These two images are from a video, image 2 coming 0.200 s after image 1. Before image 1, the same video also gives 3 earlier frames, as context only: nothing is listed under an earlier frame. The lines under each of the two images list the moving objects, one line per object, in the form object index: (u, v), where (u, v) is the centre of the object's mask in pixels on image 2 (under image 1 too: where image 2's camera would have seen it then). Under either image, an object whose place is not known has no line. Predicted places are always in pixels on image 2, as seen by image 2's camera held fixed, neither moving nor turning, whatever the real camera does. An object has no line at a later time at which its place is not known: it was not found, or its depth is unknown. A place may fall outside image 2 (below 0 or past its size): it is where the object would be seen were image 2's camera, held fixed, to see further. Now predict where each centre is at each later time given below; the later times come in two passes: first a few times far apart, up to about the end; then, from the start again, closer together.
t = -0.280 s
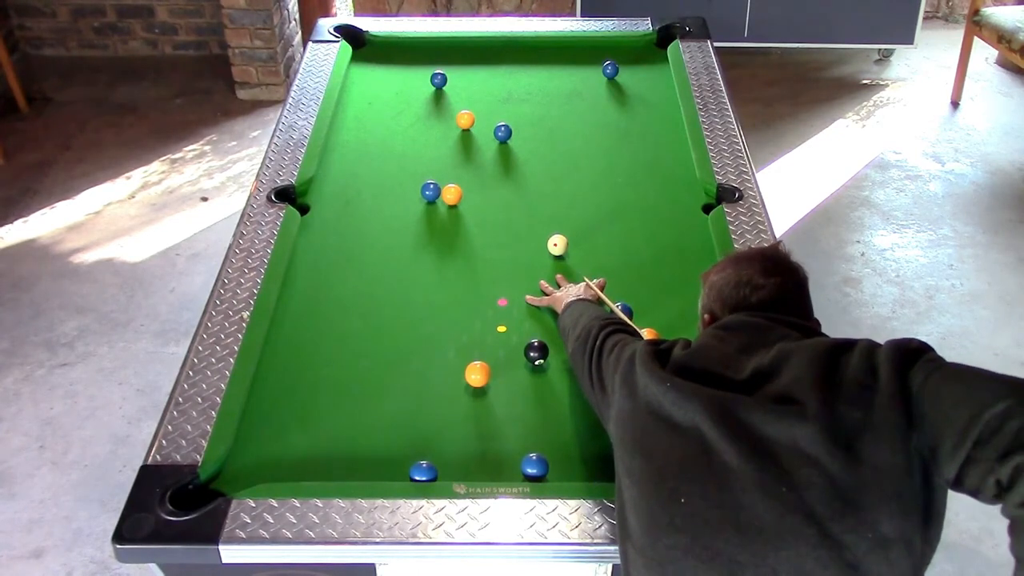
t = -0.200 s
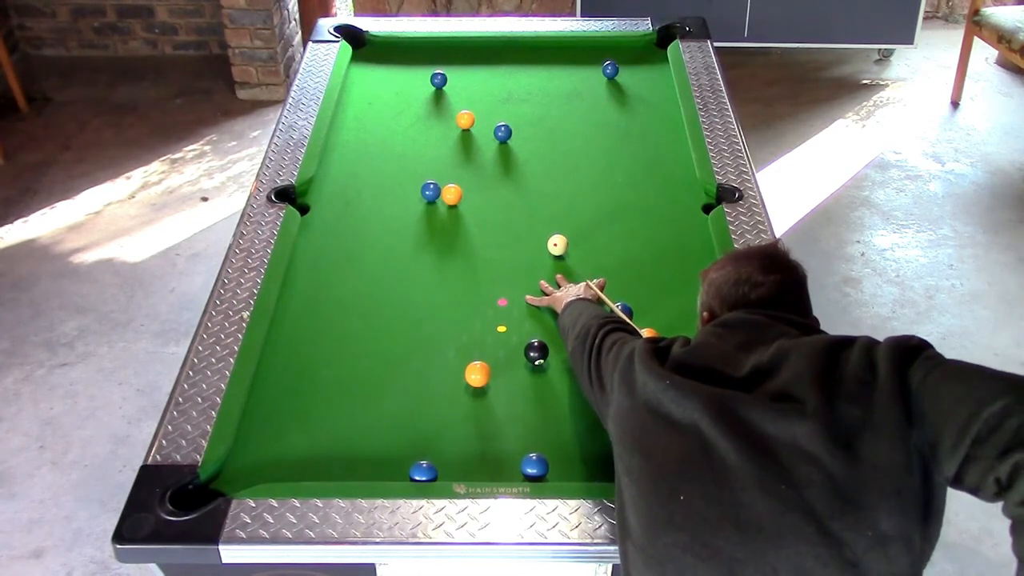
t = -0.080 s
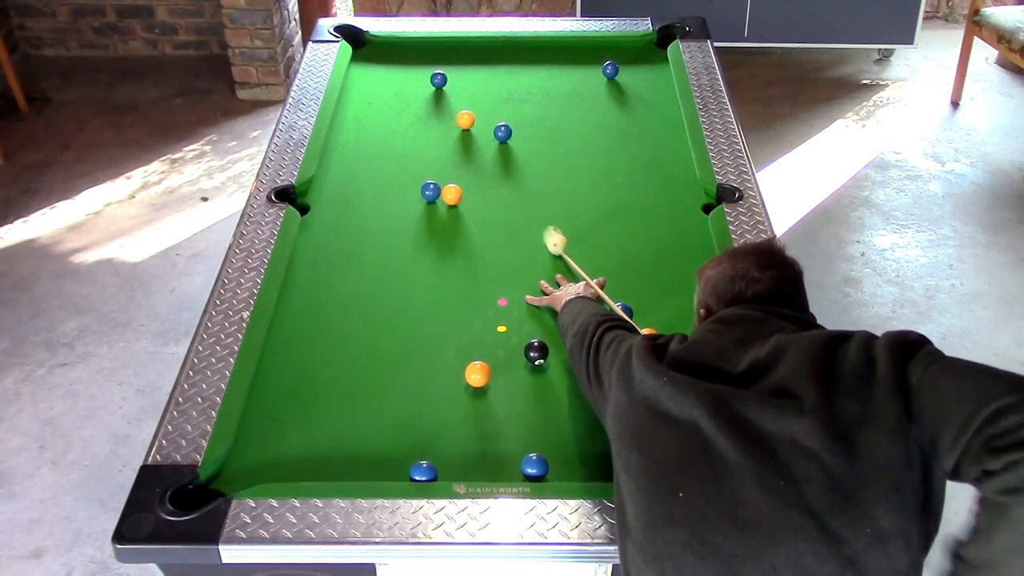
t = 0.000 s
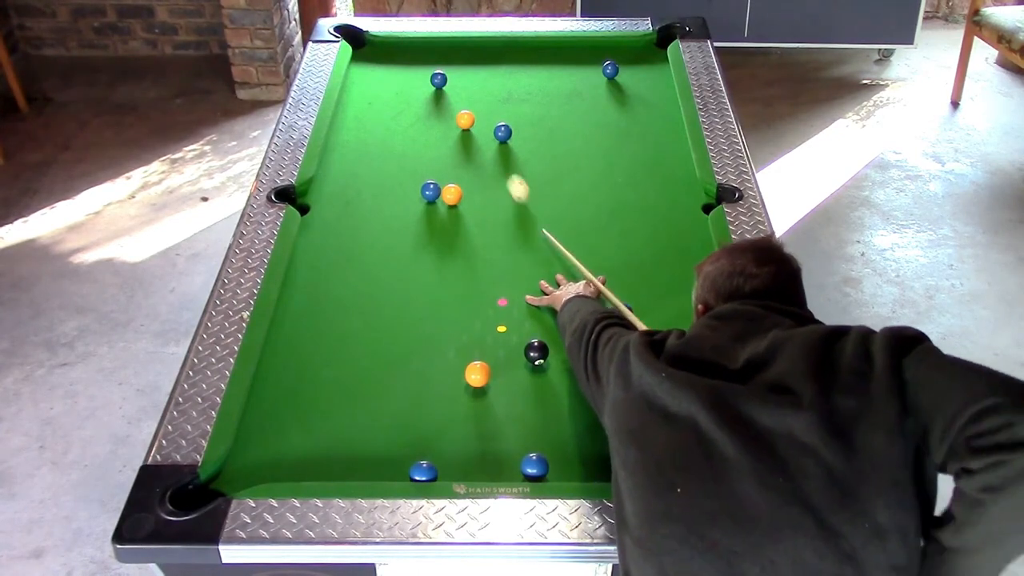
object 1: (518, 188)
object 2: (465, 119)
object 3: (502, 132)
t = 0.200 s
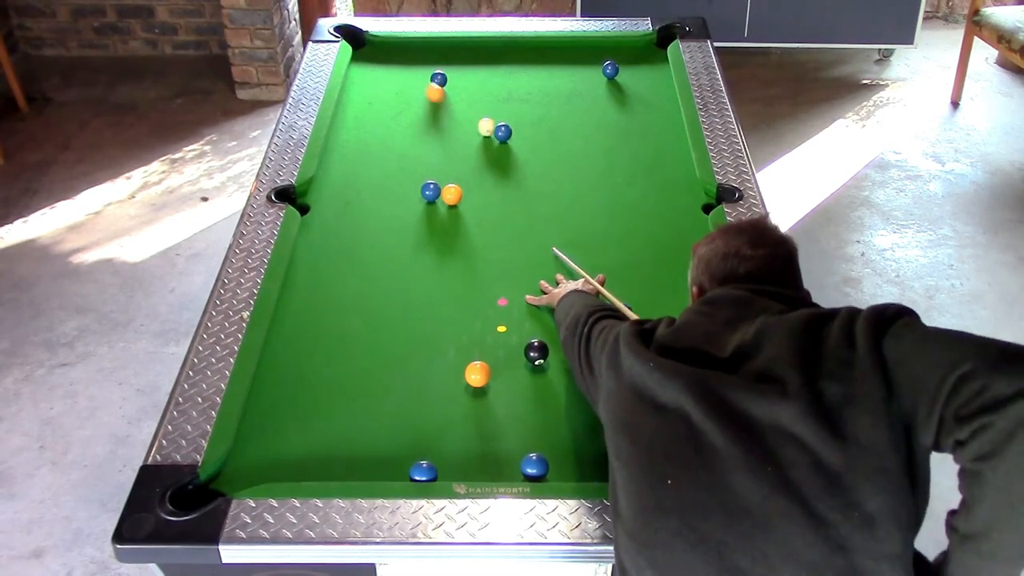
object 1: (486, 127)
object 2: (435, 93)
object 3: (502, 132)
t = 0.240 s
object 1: (489, 126)
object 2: (421, 81)
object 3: (504, 133)
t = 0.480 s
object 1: (499, 124)
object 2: (358, 42)
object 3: (517, 137)
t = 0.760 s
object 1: (507, 122)
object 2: (355, 41)
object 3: (530, 140)
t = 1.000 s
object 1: (512, 121)
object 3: (538, 143)
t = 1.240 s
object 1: (513, 121)
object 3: (544, 145)
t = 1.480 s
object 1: (513, 121)
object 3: (548, 146)
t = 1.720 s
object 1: (513, 121)
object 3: (549, 146)
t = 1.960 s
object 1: (513, 121)
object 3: (548, 146)
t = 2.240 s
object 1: (513, 121)
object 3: (548, 146)
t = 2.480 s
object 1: (513, 121)
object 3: (548, 146)
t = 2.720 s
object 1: (513, 121)
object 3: (548, 146)
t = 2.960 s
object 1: (513, 121)
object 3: (548, 146)
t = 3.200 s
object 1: (513, 121)
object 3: (548, 146)
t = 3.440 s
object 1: (513, 121)
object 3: (548, 146)
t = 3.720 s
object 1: (513, 121)
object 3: (548, 146)
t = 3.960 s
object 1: (513, 121)
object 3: (548, 146)
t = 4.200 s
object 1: (513, 121)
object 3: (548, 146)
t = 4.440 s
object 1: (513, 121)
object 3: (548, 146)
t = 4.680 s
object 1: (513, 121)
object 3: (548, 146)
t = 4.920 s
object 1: (513, 121)
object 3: (548, 146)
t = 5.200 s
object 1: (513, 121)
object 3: (548, 146)
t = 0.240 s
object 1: (489, 126)
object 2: (421, 81)
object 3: (504, 133)
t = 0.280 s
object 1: (490, 126)
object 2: (408, 70)
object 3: (507, 133)
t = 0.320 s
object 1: (492, 126)
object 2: (397, 61)
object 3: (509, 134)
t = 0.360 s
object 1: (494, 125)
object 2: (387, 52)
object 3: (511, 135)
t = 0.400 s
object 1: (496, 125)
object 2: (377, 44)
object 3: (513, 135)
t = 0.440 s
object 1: (497, 124)
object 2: (363, 42)
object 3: (515, 136)
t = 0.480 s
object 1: (499, 124)
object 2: (358, 42)
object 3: (517, 137)
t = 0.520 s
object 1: (500, 124)
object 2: (363, 40)
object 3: (519, 137)
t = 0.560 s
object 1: (501, 124)
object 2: (363, 40)
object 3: (521, 138)
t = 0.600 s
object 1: (503, 123)
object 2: (361, 41)
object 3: (523, 138)
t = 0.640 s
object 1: (504, 123)
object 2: (357, 42)
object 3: (525, 139)
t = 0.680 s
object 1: (505, 123)
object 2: (354, 42)
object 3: (526, 139)
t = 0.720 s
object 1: (506, 122)
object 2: (355, 41)
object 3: (528, 140)
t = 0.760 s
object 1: (507, 122)
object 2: (355, 41)
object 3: (530, 140)
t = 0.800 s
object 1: (508, 122)
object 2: (355, 41)
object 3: (531, 141)
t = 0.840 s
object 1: (509, 122)
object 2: (355, 42)
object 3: (533, 141)
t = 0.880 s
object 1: (510, 122)
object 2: (355, 45)
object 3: (534, 142)
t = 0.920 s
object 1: (510, 122)
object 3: (536, 142)
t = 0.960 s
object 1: (511, 121)
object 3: (537, 143)
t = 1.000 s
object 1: (512, 121)
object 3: (538, 143)
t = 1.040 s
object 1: (512, 121)
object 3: (539, 143)
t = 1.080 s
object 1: (513, 121)
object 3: (540, 144)
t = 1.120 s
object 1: (513, 121)
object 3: (541, 144)
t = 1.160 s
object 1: (513, 121)
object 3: (542, 144)
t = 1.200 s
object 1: (513, 121)
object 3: (543, 145)
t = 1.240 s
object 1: (513, 121)
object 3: (544, 145)
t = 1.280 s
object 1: (513, 121)
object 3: (545, 145)
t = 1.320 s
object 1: (513, 121)
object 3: (545, 145)
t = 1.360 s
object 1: (513, 121)
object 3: (546, 145)
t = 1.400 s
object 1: (513, 121)
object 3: (547, 146)
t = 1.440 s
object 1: (513, 121)
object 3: (547, 146)
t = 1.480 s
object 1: (513, 121)
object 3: (548, 146)
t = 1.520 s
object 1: (513, 121)
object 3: (548, 146)
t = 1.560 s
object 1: (513, 121)
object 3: (549, 146)
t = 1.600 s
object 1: (513, 121)
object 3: (549, 146)
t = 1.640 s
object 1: (513, 121)
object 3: (549, 146)
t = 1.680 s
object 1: (513, 121)
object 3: (549, 146)
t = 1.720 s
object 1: (513, 121)
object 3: (549, 146)
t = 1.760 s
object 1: (513, 121)
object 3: (549, 146)
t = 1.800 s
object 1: (513, 121)
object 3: (549, 146)
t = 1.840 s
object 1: (513, 121)
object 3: (549, 146)
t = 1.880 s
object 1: (513, 121)
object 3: (549, 146)
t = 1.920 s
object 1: (513, 121)
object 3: (548, 146)
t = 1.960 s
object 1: (513, 121)
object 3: (548, 146)
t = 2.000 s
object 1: (513, 121)
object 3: (548, 146)
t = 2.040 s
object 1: (513, 121)
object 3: (548, 146)
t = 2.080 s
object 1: (513, 121)
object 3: (548, 146)
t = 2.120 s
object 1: (513, 121)
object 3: (548, 146)
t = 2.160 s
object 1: (513, 121)
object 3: (548, 146)
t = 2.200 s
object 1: (513, 121)
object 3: (548, 146)
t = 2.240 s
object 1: (513, 121)
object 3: (548, 146)
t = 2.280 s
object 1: (513, 121)
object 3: (548, 146)
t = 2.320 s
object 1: (513, 121)
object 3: (548, 146)
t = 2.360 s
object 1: (513, 121)
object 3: (548, 146)
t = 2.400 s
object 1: (513, 121)
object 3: (548, 146)
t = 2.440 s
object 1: (513, 121)
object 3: (548, 146)
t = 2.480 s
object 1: (513, 121)
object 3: (548, 146)
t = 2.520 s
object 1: (513, 121)
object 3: (548, 146)
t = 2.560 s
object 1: (513, 121)
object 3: (548, 146)
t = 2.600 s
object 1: (513, 121)
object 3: (548, 146)
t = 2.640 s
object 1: (513, 121)
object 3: (548, 146)
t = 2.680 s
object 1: (513, 121)
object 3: (548, 146)
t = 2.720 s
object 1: (513, 121)
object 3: (548, 146)
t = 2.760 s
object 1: (513, 121)
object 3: (548, 146)
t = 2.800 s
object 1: (513, 121)
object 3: (548, 146)
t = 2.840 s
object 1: (513, 121)
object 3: (548, 146)
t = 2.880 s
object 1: (513, 121)
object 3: (548, 146)
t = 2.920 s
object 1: (513, 121)
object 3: (548, 146)
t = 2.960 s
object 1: (513, 121)
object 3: (548, 146)
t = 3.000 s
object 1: (513, 121)
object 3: (548, 146)
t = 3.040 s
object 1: (513, 121)
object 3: (548, 146)
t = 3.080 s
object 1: (513, 121)
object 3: (548, 146)
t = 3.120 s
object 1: (513, 121)
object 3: (548, 146)
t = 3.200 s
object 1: (513, 121)
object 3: (548, 146)
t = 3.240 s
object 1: (513, 121)
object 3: (548, 146)
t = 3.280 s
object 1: (513, 121)
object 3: (548, 146)
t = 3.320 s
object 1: (513, 121)
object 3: (548, 146)
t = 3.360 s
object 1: (513, 121)
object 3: (548, 146)
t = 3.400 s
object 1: (513, 121)
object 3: (548, 146)
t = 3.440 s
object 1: (513, 121)
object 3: (548, 146)
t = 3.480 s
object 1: (513, 121)
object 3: (548, 146)
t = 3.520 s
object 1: (513, 121)
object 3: (548, 146)
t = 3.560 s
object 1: (513, 121)
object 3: (548, 146)
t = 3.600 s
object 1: (513, 121)
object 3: (548, 146)
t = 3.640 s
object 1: (513, 121)
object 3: (548, 146)
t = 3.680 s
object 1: (513, 121)
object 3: (548, 146)
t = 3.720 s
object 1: (513, 121)
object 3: (548, 146)
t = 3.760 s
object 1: (513, 121)
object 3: (548, 146)
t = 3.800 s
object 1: (513, 121)
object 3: (548, 146)
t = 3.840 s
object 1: (513, 121)
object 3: (548, 146)
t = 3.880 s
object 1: (513, 121)
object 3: (548, 146)
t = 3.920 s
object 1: (513, 121)
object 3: (548, 146)
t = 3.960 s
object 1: (513, 121)
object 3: (548, 146)
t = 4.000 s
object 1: (513, 121)
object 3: (548, 146)
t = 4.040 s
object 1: (513, 121)
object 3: (548, 146)
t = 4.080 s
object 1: (513, 121)
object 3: (548, 146)
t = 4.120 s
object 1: (513, 121)
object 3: (548, 146)
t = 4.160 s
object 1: (513, 121)
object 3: (548, 146)
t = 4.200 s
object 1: (513, 121)
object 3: (548, 146)
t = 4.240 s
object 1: (513, 121)
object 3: (548, 146)
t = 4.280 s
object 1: (513, 121)
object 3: (548, 146)
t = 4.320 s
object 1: (513, 121)
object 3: (548, 146)
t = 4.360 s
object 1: (513, 121)
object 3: (548, 146)
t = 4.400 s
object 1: (513, 121)
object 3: (548, 146)
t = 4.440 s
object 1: (513, 121)
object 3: (548, 146)
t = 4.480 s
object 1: (513, 121)
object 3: (548, 146)
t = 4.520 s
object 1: (513, 121)
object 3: (548, 146)
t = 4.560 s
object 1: (513, 121)
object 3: (548, 146)
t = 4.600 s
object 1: (513, 121)
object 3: (548, 146)
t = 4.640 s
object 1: (513, 121)
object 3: (548, 146)
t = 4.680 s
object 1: (513, 121)
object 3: (548, 146)
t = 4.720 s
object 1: (513, 121)
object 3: (548, 146)
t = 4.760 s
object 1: (513, 121)
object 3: (548, 146)
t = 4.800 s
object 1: (513, 121)
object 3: (548, 146)
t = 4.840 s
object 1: (513, 121)
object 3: (548, 146)
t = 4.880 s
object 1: (513, 121)
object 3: (548, 146)
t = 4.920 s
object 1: (513, 121)
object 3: (548, 146)
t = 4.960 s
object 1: (513, 121)
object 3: (548, 146)
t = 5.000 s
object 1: (513, 121)
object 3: (548, 146)
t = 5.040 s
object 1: (513, 121)
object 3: (548, 146)
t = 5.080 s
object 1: (513, 121)
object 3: (548, 146)
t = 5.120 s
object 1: (513, 121)
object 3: (548, 146)
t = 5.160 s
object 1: (513, 121)
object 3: (548, 146)
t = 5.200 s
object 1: (513, 121)
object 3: (548, 146)
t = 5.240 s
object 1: (513, 121)
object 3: (548, 146)
